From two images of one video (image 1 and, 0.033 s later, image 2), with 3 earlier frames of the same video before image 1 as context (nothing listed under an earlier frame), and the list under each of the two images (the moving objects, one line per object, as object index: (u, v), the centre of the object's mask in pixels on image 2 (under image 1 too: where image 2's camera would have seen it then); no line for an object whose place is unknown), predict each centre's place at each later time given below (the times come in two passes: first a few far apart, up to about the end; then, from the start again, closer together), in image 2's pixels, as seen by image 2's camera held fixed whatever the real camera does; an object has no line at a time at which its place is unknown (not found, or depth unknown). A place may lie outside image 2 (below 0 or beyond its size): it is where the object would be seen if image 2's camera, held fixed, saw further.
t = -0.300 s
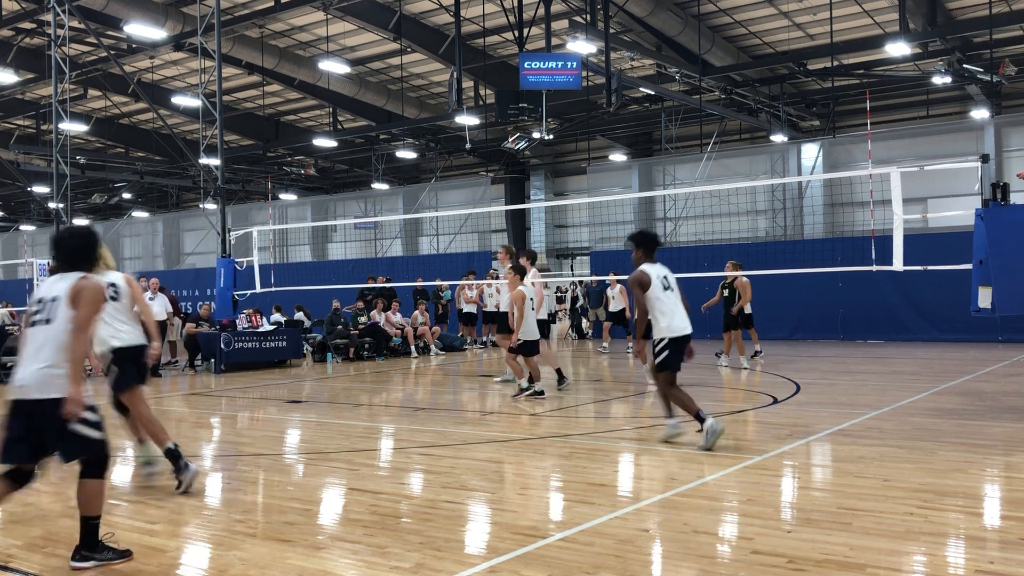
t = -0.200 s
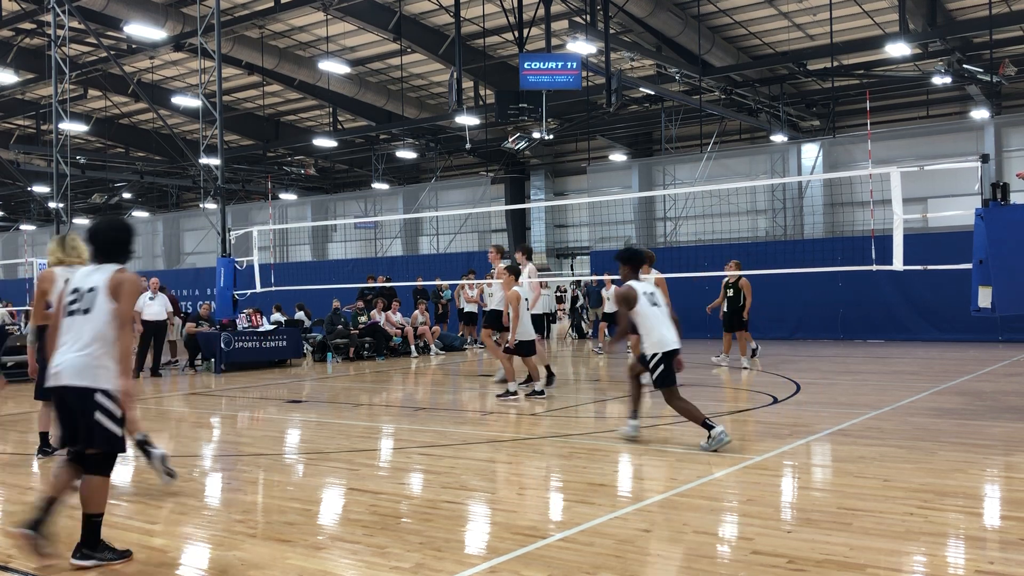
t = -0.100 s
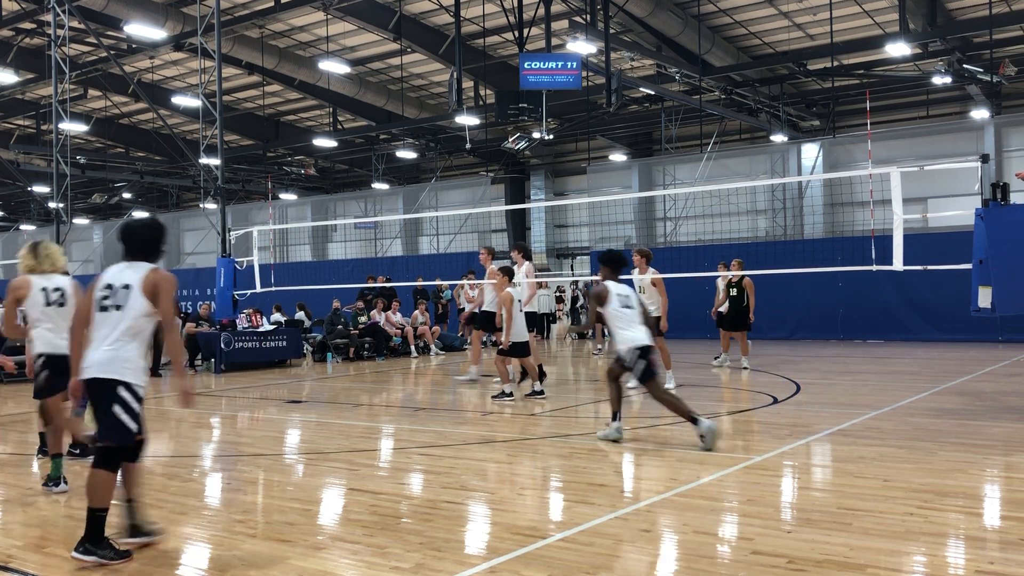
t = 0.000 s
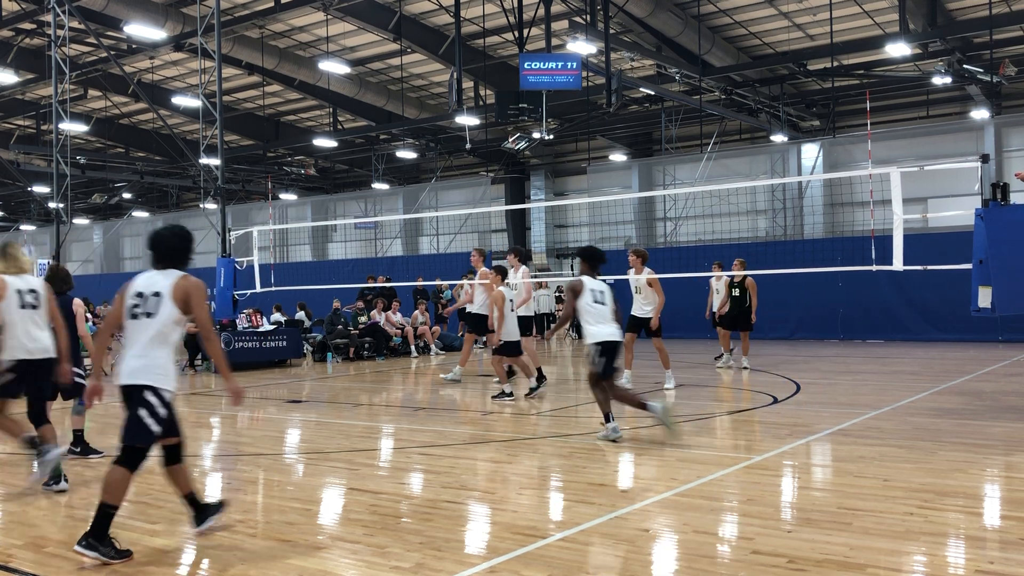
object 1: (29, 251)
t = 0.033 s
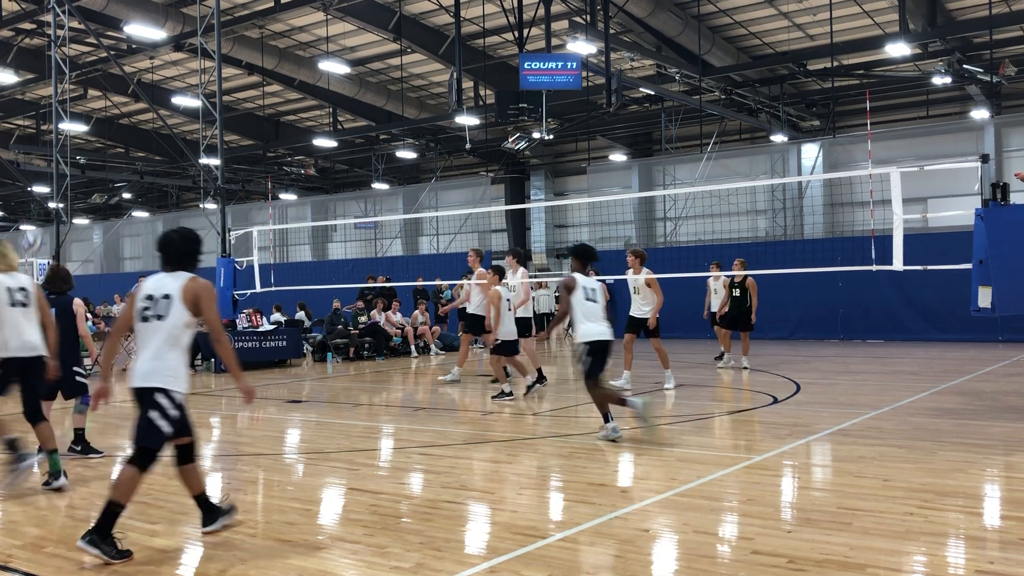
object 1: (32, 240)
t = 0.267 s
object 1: (69, 138)
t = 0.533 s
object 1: (110, 73)
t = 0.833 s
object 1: (156, 73)
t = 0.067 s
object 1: (40, 221)
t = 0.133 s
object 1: (49, 190)
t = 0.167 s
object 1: (53, 175)
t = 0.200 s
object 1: (59, 160)
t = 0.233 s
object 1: (64, 148)
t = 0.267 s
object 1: (69, 138)
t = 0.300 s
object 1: (76, 124)
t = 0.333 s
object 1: (79, 113)
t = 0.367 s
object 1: (84, 105)
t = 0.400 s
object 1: (90, 96)
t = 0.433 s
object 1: (95, 89)
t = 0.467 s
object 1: (100, 83)
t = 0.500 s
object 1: (105, 78)
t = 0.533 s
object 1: (110, 73)
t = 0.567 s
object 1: (115, 69)
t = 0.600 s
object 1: (120, 67)
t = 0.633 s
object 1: (125, 64)
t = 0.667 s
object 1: (130, 64)
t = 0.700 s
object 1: (135, 64)
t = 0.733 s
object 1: (141, 65)
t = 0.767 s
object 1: (146, 67)
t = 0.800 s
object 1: (151, 69)
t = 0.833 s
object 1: (156, 73)
